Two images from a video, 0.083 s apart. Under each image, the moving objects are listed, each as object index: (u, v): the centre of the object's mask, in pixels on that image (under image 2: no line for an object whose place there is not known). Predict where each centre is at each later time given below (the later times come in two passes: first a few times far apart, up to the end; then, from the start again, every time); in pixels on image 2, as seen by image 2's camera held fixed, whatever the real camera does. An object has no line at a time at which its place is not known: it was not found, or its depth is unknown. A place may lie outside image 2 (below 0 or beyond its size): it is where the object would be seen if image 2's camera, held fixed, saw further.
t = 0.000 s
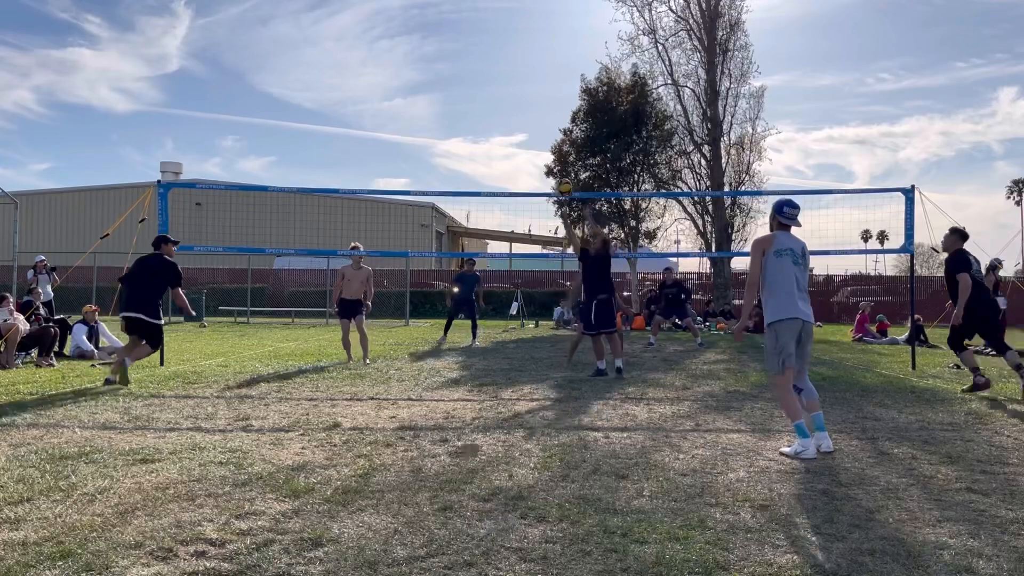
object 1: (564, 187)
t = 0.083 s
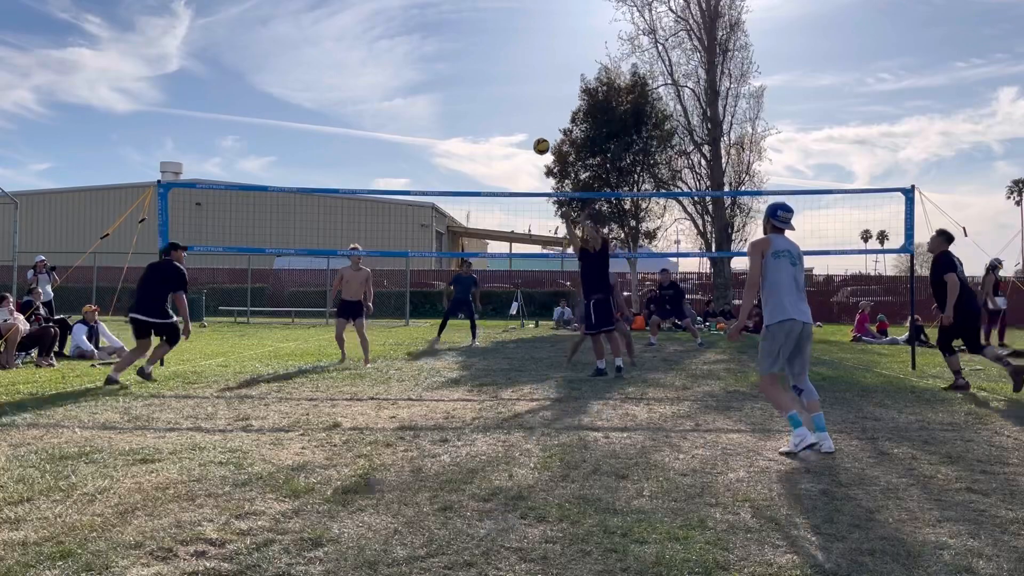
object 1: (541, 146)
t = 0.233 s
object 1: (501, 87)
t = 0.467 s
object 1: (437, 31)
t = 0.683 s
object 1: (377, 18)
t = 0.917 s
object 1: (313, 44)
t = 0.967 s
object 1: (299, 55)
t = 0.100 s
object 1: (537, 139)
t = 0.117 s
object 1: (532, 131)
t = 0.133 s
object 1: (528, 124)
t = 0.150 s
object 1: (523, 118)
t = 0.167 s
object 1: (519, 111)
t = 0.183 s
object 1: (514, 105)
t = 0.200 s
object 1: (510, 99)
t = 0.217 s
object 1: (505, 93)
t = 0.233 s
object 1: (501, 87)
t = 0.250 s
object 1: (496, 82)
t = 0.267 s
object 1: (492, 76)
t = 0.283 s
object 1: (487, 71)
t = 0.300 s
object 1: (483, 67)
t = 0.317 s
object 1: (478, 62)
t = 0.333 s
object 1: (474, 58)
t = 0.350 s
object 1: (469, 54)
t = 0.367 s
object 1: (464, 50)
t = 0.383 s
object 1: (460, 46)
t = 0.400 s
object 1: (455, 43)
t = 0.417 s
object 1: (450, 40)
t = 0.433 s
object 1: (446, 37)
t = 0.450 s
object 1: (441, 34)
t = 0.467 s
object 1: (437, 31)
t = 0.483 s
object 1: (432, 29)
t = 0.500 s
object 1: (428, 27)
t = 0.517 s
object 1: (423, 25)
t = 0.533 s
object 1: (419, 24)
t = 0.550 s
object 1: (414, 22)
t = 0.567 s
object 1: (409, 21)
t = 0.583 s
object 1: (405, 20)
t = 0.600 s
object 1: (401, 19)
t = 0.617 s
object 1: (396, 18)
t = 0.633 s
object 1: (391, 18)
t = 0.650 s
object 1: (386, 18)
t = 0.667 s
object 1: (382, 18)
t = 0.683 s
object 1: (377, 18)
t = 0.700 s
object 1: (373, 19)
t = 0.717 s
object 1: (368, 20)
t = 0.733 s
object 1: (364, 20)
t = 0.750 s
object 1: (359, 21)
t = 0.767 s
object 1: (354, 23)
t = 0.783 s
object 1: (350, 24)
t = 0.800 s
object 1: (345, 26)
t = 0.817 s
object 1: (340, 28)
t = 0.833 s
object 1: (336, 30)
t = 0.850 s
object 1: (331, 33)
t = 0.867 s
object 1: (327, 35)
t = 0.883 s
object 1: (322, 38)
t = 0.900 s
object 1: (317, 41)
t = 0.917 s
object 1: (313, 44)
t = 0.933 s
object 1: (308, 48)
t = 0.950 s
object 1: (303, 51)
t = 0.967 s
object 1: (299, 55)
